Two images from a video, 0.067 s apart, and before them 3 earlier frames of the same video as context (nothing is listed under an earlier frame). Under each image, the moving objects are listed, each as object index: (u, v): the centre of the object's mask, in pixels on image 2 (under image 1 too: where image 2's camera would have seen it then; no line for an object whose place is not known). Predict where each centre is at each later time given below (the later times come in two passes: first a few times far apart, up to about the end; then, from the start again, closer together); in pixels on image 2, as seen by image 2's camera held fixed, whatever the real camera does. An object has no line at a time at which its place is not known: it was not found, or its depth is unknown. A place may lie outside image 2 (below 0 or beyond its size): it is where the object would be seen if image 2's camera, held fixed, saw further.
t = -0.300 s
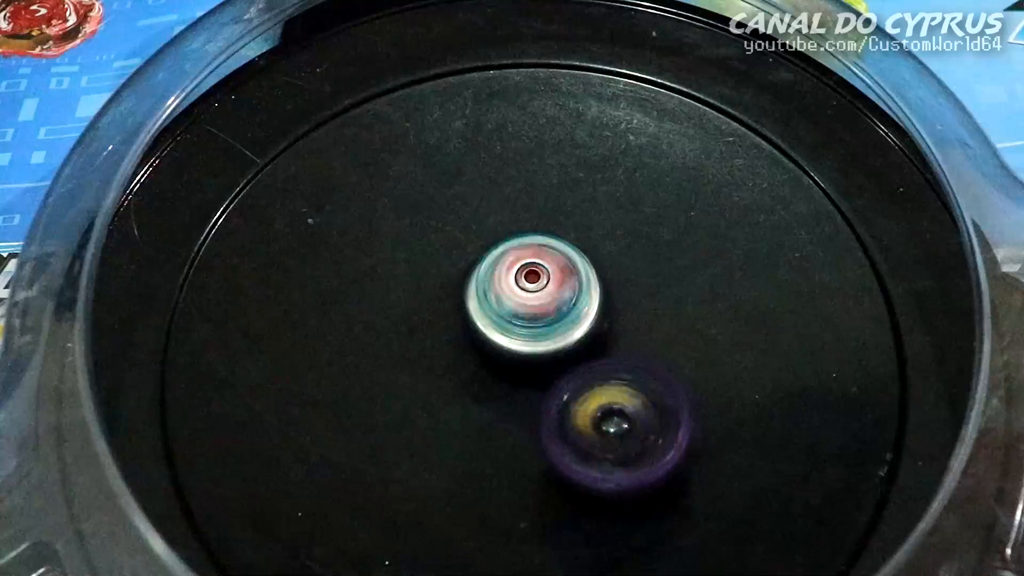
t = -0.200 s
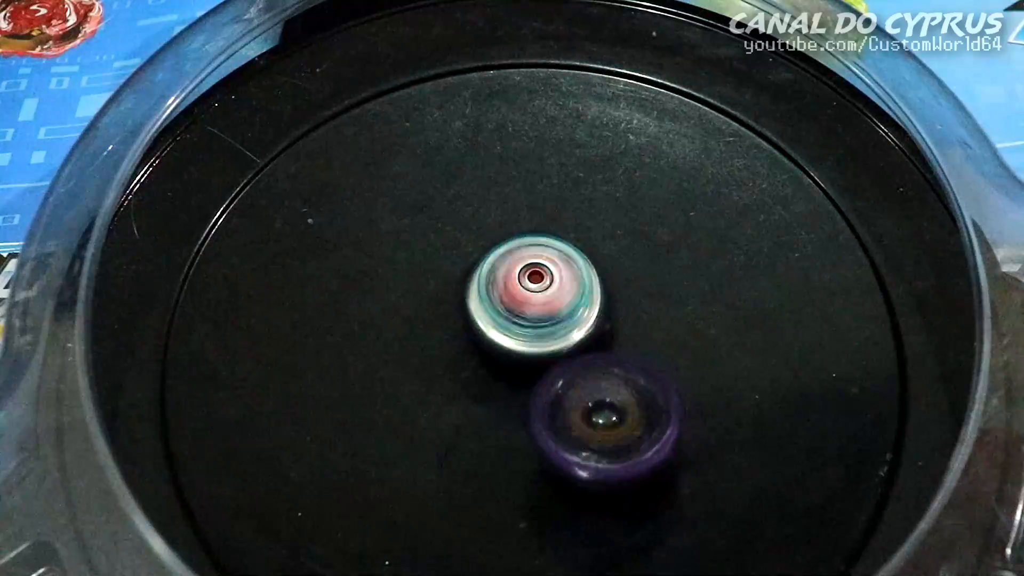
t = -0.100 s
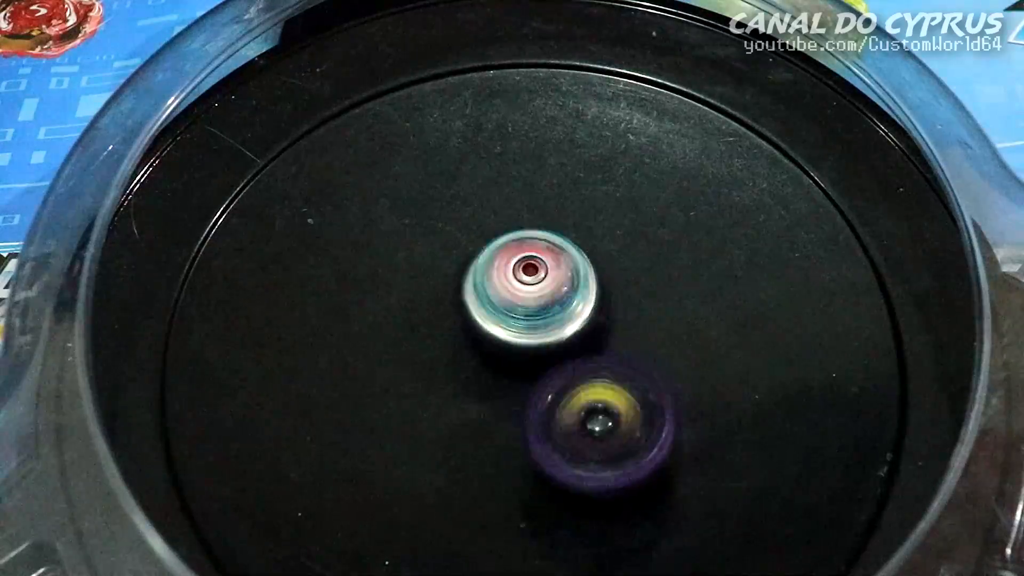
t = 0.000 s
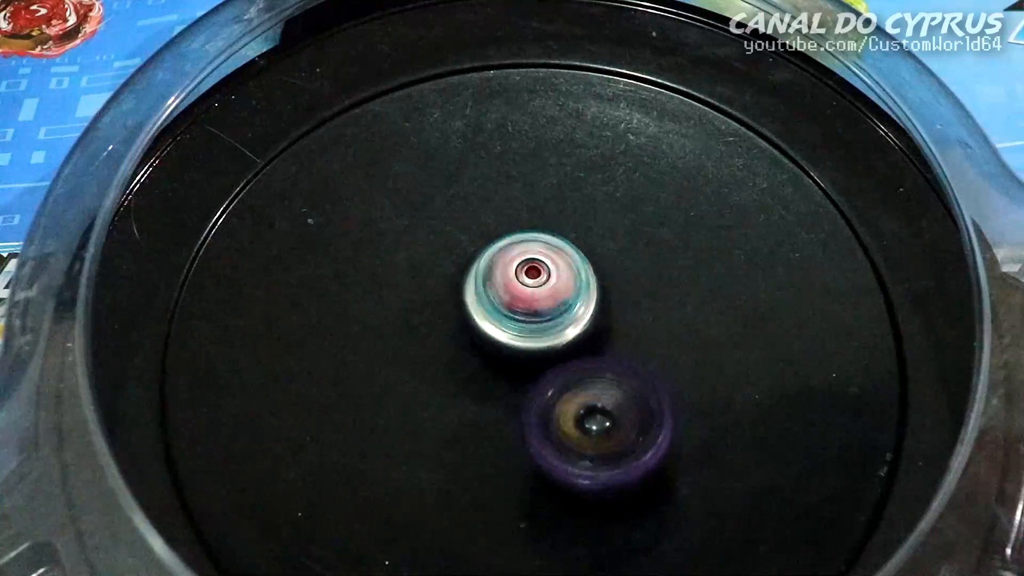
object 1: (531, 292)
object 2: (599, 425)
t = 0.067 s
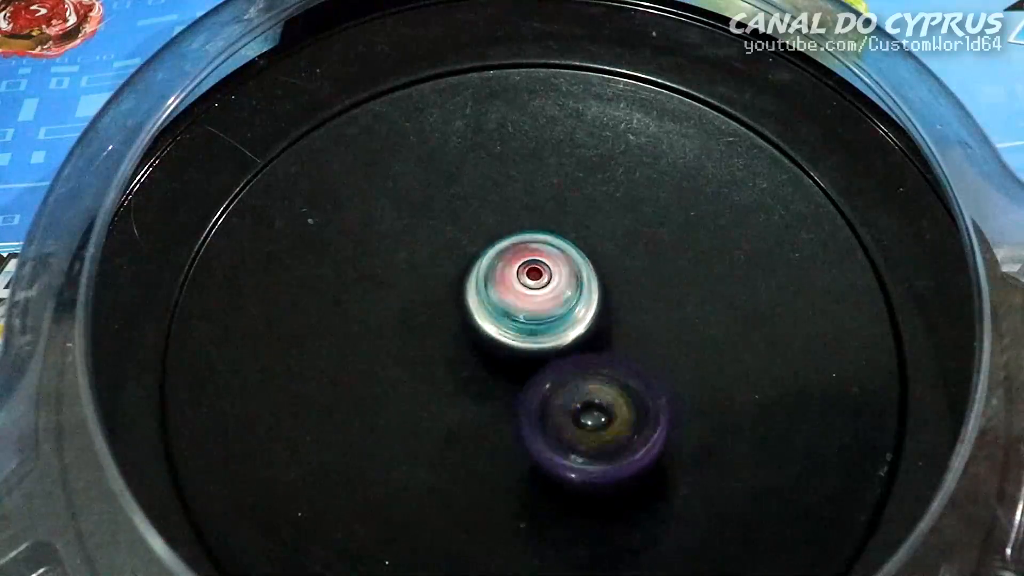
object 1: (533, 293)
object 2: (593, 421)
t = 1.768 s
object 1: (579, 331)
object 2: (452, 406)
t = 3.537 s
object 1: (582, 346)
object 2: (415, 353)
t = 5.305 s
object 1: (603, 392)
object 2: (447, 304)
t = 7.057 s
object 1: (563, 413)
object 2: (502, 274)
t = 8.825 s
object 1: (505, 353)
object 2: (579, 211)
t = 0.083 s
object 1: (533, 294)
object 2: (591, 420)
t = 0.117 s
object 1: (533, 294)
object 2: (589, 417)
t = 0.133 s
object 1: (535, 294)
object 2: (586, 415)
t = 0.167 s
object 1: (536, 294)
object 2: (582, 416)
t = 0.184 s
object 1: (537, 294)
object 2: (580, 415)
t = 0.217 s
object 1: (538, 295)
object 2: (580, 417)
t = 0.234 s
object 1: (538, 295)
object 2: (580, 419)
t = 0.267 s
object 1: (540, 295)
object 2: (581, 422)
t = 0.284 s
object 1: (541, 297)
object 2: (579, 424)
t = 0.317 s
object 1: (542, 297)
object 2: (579, 428)
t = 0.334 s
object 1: (543, 298)
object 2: (579, 429)
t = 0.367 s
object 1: (545, 300)
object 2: (578, 431)
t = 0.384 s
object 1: (546, 299)
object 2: (579, 433)
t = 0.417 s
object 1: (548, 301)
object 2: (578, 435)
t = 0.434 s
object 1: (548, 301)
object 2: (576, 435)
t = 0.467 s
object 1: (551, 302)
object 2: (575, 436)
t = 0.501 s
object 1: (553, 303)
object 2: (573, 435)
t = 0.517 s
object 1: (553, 304)
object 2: (571, 435)
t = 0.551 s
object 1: (554, 302)
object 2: (565, 438)
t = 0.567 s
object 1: (554, 303)
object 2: (562, 437)
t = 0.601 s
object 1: (555, 304)
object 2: (561, 439)
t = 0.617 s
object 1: (558, 304)
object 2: (558, 441)
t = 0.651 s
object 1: (559, 305)
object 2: (556, 441)
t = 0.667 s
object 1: (560, 304)
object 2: (556, 441)
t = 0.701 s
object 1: (560, 305)
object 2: (555, 444)
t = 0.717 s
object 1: (560, 305)
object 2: (554, 443)
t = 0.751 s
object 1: (562, 306)
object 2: (551, 439)
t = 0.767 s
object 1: (562, 306)
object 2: (551, 439)
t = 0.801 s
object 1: (563, 306)
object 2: (547, 436)
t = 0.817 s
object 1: (564, 307)
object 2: (544, 434)
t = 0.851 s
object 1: (564, 307)
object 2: (539, 433)
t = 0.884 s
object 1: (564, 306)
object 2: (531, 431)
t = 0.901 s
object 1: (563, 306)
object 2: (529, 433)
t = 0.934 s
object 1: (563, 308)
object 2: (525, 435)
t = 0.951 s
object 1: (564, 309)
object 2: (523, 435)
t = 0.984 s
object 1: (565, 309)
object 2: (520, 436)
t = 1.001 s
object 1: (565, 308)
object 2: (519, 435)
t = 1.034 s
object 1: (565, 310)
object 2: (515, 434)
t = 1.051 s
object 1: (565, 309)
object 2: (515, 433)
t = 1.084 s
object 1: (566, 310)
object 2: (512, 431)
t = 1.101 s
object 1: (565, 310)
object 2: (509, 431)
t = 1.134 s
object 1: (566, 311)
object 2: (506, 430)
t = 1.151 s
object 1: (566, 312)
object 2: (505, 430)
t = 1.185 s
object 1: (566, 313)
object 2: (499, 430)
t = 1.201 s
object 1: (567, 314)
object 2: (497, 429)
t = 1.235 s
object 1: (567, 314)
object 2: (494, 429)
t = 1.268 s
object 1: (566, 315)
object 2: (491, 431)
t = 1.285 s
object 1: (567, 316)
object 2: (488, 431)
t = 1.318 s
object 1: (567, 318)
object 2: (486, 431)
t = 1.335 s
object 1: (568, 319)
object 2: (484, 430)
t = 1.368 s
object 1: (569, 320)
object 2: (481, 429)
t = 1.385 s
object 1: (570, 320)
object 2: (478, 429)
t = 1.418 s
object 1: (570, 321)
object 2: (471, 426)
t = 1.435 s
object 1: (570, 322)
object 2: (473, 427)
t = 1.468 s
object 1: (571, 325)
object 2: (470, 428)
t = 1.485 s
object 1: (571, 325)
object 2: (468, 428)
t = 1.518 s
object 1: (573, 325)
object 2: (463, 425)
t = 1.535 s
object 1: (574, 324)
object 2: (459, 425)
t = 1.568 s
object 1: (573, 324)
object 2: (456, 422)
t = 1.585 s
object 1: (574, 327)
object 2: (457, 424)
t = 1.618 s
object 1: (576, 328)
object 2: (452, 424)
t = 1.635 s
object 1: (578, 328)
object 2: (449, 421)
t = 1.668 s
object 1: (576, 329)
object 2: (450, 419)
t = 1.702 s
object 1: (577, 329)
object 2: (450, 418)
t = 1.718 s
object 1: (579, 331)
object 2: (449, 415)
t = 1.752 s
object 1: (579, 331)
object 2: (452, 408)
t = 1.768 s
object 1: (579, 331)
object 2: (452, 406)
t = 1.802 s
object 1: (580, 331)
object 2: (453, 402)
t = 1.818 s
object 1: (580, 331)
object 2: (454, 400)
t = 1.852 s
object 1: (581, 332)
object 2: (452, 395)
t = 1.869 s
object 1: (581, 329)
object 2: (449, 398)
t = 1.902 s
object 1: (581, 326)
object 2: (447, 400)
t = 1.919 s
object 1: (580, 324)
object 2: (445, 403)
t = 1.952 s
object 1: (580, 327)
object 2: (441, 405)
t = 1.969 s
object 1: (580, 328)
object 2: (440, 406)
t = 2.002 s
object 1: (581, 328)
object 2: (438, 407)
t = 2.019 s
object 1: (580, 327)
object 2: (436, 407)
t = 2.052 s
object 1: (579, 328)
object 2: (435, 406)
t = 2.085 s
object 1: (579, 330)
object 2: (434, 406)
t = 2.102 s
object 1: (579, 329)
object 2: (434, 405)
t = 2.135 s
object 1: (579, 330)
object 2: (437, 403)
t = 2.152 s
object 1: (577, 330)
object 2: (438, 401)
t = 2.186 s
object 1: (577, 332)
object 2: (442, 400)
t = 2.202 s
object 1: (576, 333)
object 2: (444, 398)
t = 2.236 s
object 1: (576, 334)
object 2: (446, 396)
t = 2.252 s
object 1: (576, 334)
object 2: (445, 394)
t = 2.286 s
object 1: (579, 334)
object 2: (441, 393)
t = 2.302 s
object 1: (578, 334)
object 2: (438, 399)
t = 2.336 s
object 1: (575, 335)
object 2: (432, 402)
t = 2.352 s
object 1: (574, 338)
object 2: (431, 402)
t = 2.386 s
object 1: (574, 339)
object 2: (431, 405)
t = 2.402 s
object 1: (575, 340)
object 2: (429, 406)
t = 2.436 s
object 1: (573, 341)
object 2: (428, 407)
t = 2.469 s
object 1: (573, 344)
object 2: (427, 409)
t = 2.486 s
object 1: (573, 345)
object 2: (427, 410)
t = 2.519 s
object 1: (574, 346)
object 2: (428, 409)
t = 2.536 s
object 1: (573, 347)
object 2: (429, 408)
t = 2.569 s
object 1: (577, 348)
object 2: (427, 407)
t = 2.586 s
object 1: (577, 348)
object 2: (426, 407)
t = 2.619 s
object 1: (576, 347)
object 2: (430, 408)
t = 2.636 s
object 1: (574, 350)
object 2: (430, 410)
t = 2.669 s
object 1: (575, 353)
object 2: (428, 410)
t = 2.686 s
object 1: (576, 354)
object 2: (429, 407)
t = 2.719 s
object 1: (579, 353)
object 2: (432, 405)
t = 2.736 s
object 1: (579, 353)
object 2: (432, 404)
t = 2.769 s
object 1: (580, 351)
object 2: (429, 400)
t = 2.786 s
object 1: (581, 352)
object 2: (430, 399)
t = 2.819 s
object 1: (580, 353)
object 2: (432, 399)
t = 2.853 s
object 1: (584, 354)
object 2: (426, 396)
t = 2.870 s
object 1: (584, 353)
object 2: (425, 393)
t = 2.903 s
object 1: (583, 352)
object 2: (429, 393)
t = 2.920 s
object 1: (582, 354)
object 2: (430, 393)
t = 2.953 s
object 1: (584, 354)
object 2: (428, 391)
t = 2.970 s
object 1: (584, 354)
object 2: (431, 387)
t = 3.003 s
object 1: (586, 352)
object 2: (431, 383)
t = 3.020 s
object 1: (587, 351)
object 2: (428, 381)
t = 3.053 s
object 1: (587, 349)
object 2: (433, 377)
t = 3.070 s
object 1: (586, 350)
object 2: (436, 378)
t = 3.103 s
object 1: (586, 350)
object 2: (435, 377)
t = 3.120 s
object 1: (586, 351)
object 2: (435, 374)
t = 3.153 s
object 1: (585, 349)
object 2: (441, 369)
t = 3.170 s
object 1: (587, 349)
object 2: (438, 368)
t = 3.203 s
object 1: (591, 342)
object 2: (435, 364)
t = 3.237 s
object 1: (590, 341)
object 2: (436, 364)
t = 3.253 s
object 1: (588, 341)
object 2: (433, 365)
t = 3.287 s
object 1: (588, 343)
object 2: (434, 362)
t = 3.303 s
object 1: (586, 344)
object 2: (435, 362)
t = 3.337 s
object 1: (586, 343)
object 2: (437, 360)
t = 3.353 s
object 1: (585, 343)
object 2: (434, 361)
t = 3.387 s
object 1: (586, 341)
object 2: (432, 355)
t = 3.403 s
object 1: (585, 341)
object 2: (431, 354)
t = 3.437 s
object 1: (586, 343)
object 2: (430, 353)
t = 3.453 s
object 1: (587, 343)
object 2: (426, 353)
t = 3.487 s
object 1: (586, 342)
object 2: (421, 350)
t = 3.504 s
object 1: (583, 343)
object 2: (420, 352)
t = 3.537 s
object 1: (582, 346)
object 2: (415, 353)
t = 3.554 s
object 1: (582, 347)
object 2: (413, 351)
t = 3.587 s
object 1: (582, 348)
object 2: (410, 347)
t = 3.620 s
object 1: (580, 350)
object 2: (411, 348)
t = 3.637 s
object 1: (579, 351)
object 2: (409, 348)
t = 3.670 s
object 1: (579, 354)
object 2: (411, 345)
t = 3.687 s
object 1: (579, 354)
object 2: (413, 343)
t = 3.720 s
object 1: (580, 356)
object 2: (414, 343)
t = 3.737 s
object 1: (583, 355)
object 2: (411, 338)
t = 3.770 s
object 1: (583, 356)
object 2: (415, 333)
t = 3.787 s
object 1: (583, 358)
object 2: (417, 335)
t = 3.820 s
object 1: (583, 361)
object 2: (415, 337)
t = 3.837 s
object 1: (584, 362)
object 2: (415, 336)
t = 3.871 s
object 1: (584, 363)
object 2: (421, 330)
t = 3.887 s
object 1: (585, 363)
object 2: (425, 331)
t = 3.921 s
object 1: (591, 364)
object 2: (420, 326)
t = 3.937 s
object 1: (593, 364)
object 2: (421, 325)
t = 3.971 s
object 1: (592, 363)
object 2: (422, 325)
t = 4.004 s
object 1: (592, 364)
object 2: (419, 325)
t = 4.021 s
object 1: (593, 366)
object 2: (419, 322)
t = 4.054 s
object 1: (596, 366)
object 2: (423, 321)
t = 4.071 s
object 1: (596, 366)
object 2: (425, 321)
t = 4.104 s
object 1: (596, 366)
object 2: (424, 324)
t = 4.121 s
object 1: (594, 367)
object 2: (424, 323)
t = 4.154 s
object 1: (596, 368)
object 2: (433, 321)
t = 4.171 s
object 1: (595, 367)
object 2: (437, 321)
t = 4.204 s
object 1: (596, 368)
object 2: (444, 327)
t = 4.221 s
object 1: (593, 365)
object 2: (445, 328)
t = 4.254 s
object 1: (594, 367)
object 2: (449, 324)
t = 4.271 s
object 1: (595, 367)
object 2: (451, 324)
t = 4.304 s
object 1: (608, 369)
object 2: (446, 319)
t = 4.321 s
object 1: (612, 367)
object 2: (448, 317)
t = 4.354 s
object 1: (616, 367)
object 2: (455, 320)
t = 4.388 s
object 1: (615, 365)
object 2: (450, 324)
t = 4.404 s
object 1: (614, 364)
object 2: (449, 322)
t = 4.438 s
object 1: (609, 366)
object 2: (452, 320)
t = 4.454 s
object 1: (609, 369)
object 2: (455, 321)
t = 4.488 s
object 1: (610, 369)
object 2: (454, 325)
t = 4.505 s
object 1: (611, 369)
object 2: (452, 324)
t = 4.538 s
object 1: (608, 368)
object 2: (456, 322)
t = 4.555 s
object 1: (607, 371)
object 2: (457, 322)
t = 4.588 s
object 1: (608, 372)
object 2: (455, 323)
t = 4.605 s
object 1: (608, 372)
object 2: (454, 322)
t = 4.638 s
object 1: (607, 371)
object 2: (452, 325)
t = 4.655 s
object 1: (604, 371)
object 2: (452, 325)
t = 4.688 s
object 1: (601, 374)
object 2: (449, 325)
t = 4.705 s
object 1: (600, 375)
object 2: (449, 324)
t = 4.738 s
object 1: (602, 377)
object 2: (446, 322)
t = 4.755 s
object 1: (600, 375)
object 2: (446, 321)
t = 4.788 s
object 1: (599, 377)
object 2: (446, 321)
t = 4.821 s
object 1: (597, 378)
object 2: (441, 318)
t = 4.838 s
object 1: (597, 379)
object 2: (440, 315)
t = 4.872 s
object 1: (594, 379)
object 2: (441, 317)
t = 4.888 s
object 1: (594, 381)
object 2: (440, 318)
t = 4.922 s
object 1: (593, 382)
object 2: (438, 315)
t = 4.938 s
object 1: (593, 383)
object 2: (439, 314)
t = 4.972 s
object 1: (593, 383)
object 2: (444, 314)
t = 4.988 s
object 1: (591, 384)
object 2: (445, 315)
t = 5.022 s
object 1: (591, 385)
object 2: (445, 315)
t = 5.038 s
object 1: (589, 386)
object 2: (447, 314)
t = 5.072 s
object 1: (591, 388)
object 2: (450, 312)
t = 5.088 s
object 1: (596, 390)
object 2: (447, 308)
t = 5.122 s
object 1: (605, 391)
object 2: (446, 302)
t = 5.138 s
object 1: (607, 388)
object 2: (448, 302)
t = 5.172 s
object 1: (605, 387)
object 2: (447, 305)
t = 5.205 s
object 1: (602, 389)
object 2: (441, 304)
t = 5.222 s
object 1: (602, 391)
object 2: (441, 301)
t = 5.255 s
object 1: (604, 393)
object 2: (445, 298)
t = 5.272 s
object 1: (603, 393)
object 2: (448, 299)
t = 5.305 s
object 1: (603, 392)
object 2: (447, 304)
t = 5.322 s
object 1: (600, 391)
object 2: (447, 303)
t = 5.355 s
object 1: (600, 395)
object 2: (448, 300)
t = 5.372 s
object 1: (599, 395)
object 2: (451, 300)
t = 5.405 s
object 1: (599, 397)
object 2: (458, 304)
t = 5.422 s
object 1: (599, 396)
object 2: (459, 307)
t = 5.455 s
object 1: (596, 395)
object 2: (461, 308)
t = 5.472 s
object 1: (595, 395)
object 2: (463, 310)
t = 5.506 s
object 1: (592, 398)
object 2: (468, 310)
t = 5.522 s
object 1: (595, 399)
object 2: (467, 310)
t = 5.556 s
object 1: (598, 400)
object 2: (465, 306)
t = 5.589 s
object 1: (597, 398)
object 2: (467, 307)
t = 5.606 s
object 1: (596, 398)
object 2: (463, 304)
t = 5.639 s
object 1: (596, 402)
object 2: (454, 303)
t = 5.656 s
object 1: (596, 401)
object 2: (449, 303)
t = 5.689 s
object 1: (594, 400)
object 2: (445, 300)
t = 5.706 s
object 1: (593, 400)
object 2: (443, 299)
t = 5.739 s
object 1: (590, 401)
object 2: (440, 297)
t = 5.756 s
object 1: (590, 403)
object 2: (436, 297)
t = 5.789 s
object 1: (588, 403)
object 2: (435, 295)
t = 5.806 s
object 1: (588, 404)
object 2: (434, 294)
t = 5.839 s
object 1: (587, 403)
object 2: (435, 291)
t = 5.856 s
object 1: (585, 403)
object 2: (437, 292)
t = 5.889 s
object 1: (584, 405)
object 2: (436, 292)
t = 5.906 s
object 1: (583, 405)
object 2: (437, 292)
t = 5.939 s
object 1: (582, 407)
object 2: (440, 292)
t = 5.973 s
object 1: (580, 406)
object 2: (447, 292)
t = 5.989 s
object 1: (579, 407)
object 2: (452, 296)
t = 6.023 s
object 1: (578, 407)
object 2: (454, 298)
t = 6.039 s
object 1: (576, 408)
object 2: (459, 299)
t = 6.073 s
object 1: (577, 409)
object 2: (463, 303)
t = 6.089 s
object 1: (577, 408)
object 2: (463, 298)
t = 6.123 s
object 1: (577, 406)
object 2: (469, 299)
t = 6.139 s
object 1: (576, 406)
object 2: (469, 298)
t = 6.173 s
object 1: (575, 404)
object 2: (471, 297)
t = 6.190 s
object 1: (575, 404)
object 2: (472, 296)
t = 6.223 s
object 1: (574, 402)
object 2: (472, 295)
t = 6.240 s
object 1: (573, 403)
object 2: (471, 293)
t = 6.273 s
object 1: (573, 403)
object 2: (469, 290)
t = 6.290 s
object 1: (571, 402)
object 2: (469, 289)
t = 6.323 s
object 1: (569, 404)
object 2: (467, 290)
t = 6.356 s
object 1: (567, 404)
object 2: (463, 286)
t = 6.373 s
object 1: (567, 407)
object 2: (464, 286)
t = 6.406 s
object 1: (567, 405)
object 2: (466, 284)
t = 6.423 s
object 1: (565, 404)
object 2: (467, 284)
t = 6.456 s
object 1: (565, 405)
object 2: (467, 285)
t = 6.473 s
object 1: (564, 406)
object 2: (467, 282)
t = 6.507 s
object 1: (565, 407)
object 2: (470, 278)
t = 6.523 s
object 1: (565, 405)
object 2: (474, 278)
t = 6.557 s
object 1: (566, 406)
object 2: (472, 276)
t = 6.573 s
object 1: (570, 410)
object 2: (470, 271)
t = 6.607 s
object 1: (575, 409)
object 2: (476, 265)
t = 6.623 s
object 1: (573, 407)
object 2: (479, 265)
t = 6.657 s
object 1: (569, 405)
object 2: (478, 267)
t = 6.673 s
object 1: (567, 406)
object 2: (475, 266)
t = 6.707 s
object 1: (562, 409)
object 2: (473, 260)
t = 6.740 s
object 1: (562, 412)
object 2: (477, 257)
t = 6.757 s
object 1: (562, 413)
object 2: (480, 258)
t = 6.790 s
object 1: (565, 414)
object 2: (483, 267)
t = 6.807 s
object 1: (566, 412)
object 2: (479, 269)
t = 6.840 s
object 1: (561, 409)
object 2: (481, 266)
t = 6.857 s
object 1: (560, 409)
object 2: (483, 267)
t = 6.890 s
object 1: (556, 411)
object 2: (489, 269)
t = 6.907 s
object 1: (554, 412)
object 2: (492, 277)
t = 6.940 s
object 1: (556, 416)
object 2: (490, 281)
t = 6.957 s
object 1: (557, 416)
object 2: (492, 281)
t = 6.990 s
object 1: (561, 417)
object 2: (495, 275)
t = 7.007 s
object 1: (562, 416)
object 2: (500, 274)
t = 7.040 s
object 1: (563, 411)
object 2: (503, 276)
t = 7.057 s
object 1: (563, 413)
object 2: (502, 274)
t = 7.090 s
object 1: (565, 412)
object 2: (501, 266)
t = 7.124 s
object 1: (562, 408)
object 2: (501, 262)
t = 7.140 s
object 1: (561, 407)
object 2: (501, 260)
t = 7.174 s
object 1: (554, 406)
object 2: (501, 257)
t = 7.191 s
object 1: (551, 407)
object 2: (500, 255)
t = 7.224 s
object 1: (550, 411)
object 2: (500, 252)
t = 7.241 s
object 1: (551, 412)
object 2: (500, 252)
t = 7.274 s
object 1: (552, 413)
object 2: (502, 251)
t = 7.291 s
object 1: (554, 411)
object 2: (502, 252)
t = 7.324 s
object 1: (552, 408)
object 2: (504, 255)
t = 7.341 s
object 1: (548, 407)
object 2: (505, 255)
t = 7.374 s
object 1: (544, 408)
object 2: (507, 258)
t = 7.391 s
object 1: (543, 408)
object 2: (506, 256)
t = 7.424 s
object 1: (541, 410)
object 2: (510, 260)
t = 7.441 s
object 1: (541, 409)
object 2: (512, 264)
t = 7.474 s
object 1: (539, 407)
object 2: (512, 263)
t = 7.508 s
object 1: (536, 410)
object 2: (520, 258)
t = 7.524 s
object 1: (535, 411)
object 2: (523, 261)
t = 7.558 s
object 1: (532, 414)
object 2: (526, 258)
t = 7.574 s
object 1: (529, 416)
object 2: (527, 256)
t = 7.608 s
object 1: (526, 416)
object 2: (528, 250)
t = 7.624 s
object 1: (525, 415)
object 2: (528, 250)
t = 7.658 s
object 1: (522, 415)
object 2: (529, 248)
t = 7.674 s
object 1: (522, 415)
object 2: (529, 247)
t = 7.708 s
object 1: (523, 414)
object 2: (529, 248)
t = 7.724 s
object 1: (522, 412)
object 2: (528, 249)
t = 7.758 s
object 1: (522, 410)
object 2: (529, 249)
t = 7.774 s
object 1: (521, 409)
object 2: (530, 249)
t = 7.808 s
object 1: (517, 407)
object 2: (530, 249)
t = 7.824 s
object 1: (515, 406)
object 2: (531, 249)
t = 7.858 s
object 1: (512, 407)
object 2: (531, 254)
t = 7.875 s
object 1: (510, 406)
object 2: (531, 255)
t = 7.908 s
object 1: (508, 410)
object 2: (534, 269)
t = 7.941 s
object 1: (510, 414)
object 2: (533, 271)
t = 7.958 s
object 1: (511, 413)
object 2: (532, 269)
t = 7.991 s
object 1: (513, 413)
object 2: (531, 273)
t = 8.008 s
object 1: (513, 412)
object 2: (532, 272)
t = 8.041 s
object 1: (514, 410)
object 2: (539, 269)
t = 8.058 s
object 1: (513, 410)
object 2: (541, 270)
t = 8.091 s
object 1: (512, 409)
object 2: (540, 269)
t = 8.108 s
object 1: (510, 413)
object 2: (540, 261)
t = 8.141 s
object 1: (510, 418)
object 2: (538, 249)
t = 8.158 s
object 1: (513, 419)
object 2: (538, 242)
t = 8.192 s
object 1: (519, 417)
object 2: (537, 233)
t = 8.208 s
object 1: (520, 413)
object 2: (539, 225)
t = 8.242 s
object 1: (519, 405)
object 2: (544, 220)
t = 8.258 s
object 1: (516, 401)
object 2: (543, 218)
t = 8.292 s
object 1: (512, 396)
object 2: (545, 214)
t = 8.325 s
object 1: (512, 398)
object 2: (545, 214)
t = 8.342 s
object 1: (515, 397)
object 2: (544, 215)
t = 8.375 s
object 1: (518, 394)
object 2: (541, 218)
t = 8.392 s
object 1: (517, 391)
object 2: (541, 215)
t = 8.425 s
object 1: (514, 387)
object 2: (541, 216)
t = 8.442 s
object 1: (513, 386)
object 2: (541, 218)
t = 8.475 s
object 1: (517, 377)
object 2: (544, 226)
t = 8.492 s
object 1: (516, 374)
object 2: (545, 231)
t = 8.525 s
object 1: (513, 370)
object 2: (542, 233)
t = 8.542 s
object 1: (510, 372)
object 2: (543, 230)
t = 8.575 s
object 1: (511, 366)
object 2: (548, 232)
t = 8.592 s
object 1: (512, 365)
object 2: (551, 235)
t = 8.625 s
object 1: (510, 363)
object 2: (554, 236)
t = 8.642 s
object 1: (508, 364)
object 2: (558, 237)
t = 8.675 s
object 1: (504, 374)
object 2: (567, 231)
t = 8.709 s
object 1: (505, 372)
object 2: (571, 223)
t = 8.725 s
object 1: (507, 370)
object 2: (571, 219)
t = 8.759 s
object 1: (508, 365)
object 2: (571, 210)
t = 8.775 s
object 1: (508, 362)
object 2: (575, 209)
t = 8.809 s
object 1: (508, 355)
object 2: (578, 211)
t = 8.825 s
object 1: (505, 353)
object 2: (579, 211)
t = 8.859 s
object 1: (505, 351)
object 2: (577, 213)
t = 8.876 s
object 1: (503, 352)
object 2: (577, 212)
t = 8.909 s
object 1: (508, 354)
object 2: (575, 214)
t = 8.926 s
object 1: (510, 354)
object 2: (577, 214)
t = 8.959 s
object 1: (512, 353)
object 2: (578, 218)
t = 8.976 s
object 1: (512, 352)
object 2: (579, 223)
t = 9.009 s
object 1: (511, 351)
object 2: (579, 232)
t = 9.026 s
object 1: (510, 350)
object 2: (578, 232)
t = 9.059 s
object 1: (508, 354)
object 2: (581, 228)
